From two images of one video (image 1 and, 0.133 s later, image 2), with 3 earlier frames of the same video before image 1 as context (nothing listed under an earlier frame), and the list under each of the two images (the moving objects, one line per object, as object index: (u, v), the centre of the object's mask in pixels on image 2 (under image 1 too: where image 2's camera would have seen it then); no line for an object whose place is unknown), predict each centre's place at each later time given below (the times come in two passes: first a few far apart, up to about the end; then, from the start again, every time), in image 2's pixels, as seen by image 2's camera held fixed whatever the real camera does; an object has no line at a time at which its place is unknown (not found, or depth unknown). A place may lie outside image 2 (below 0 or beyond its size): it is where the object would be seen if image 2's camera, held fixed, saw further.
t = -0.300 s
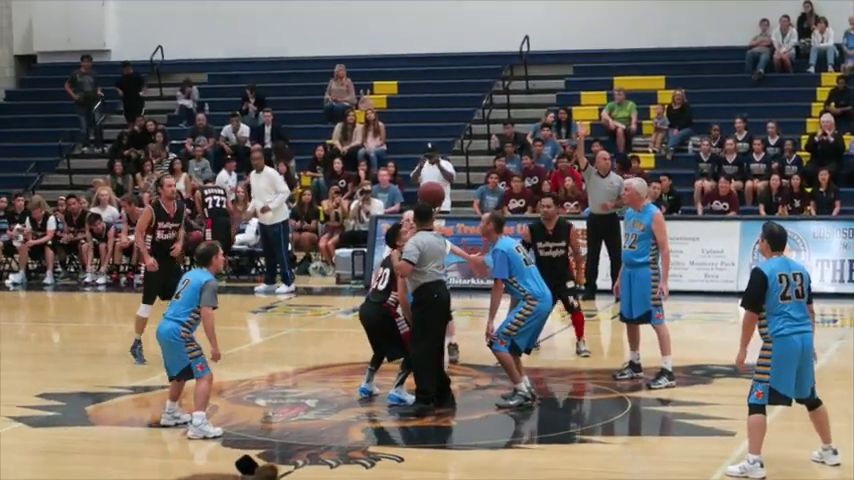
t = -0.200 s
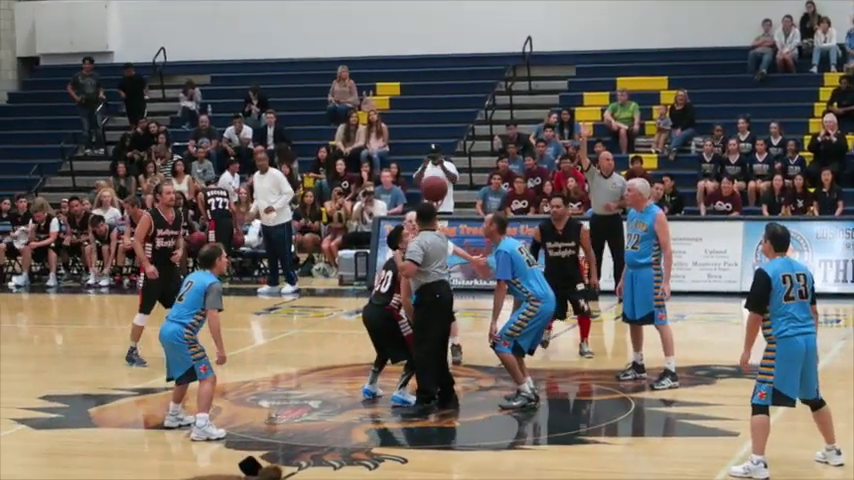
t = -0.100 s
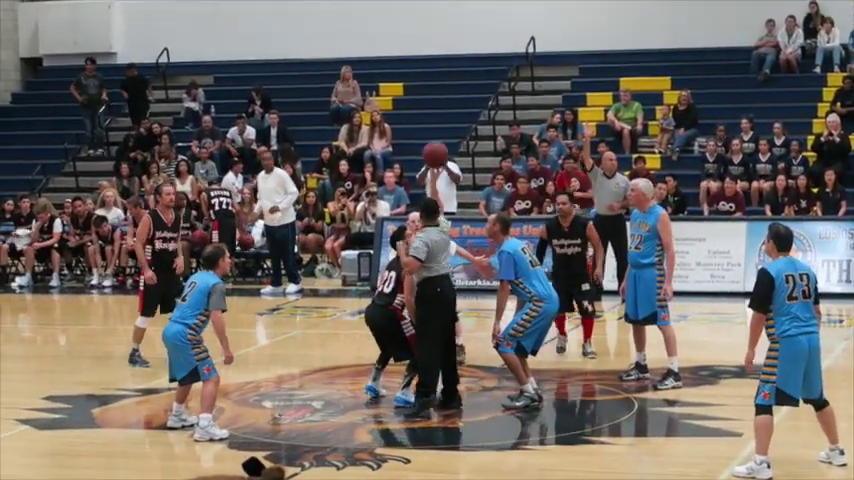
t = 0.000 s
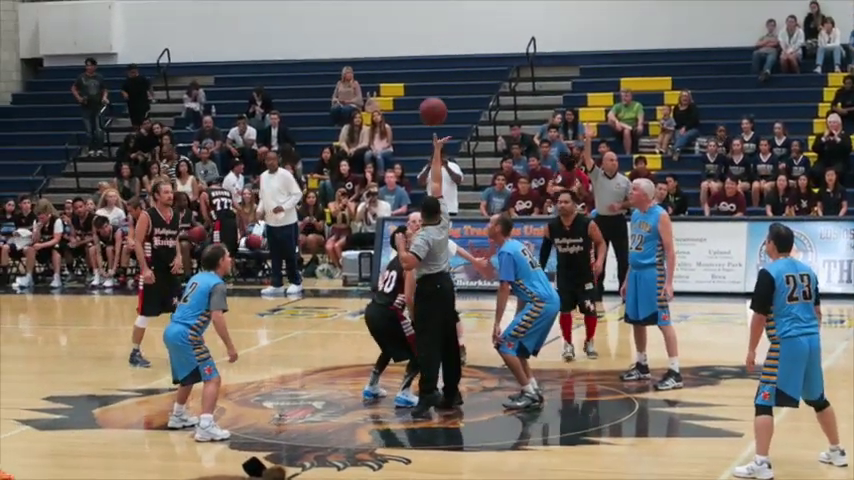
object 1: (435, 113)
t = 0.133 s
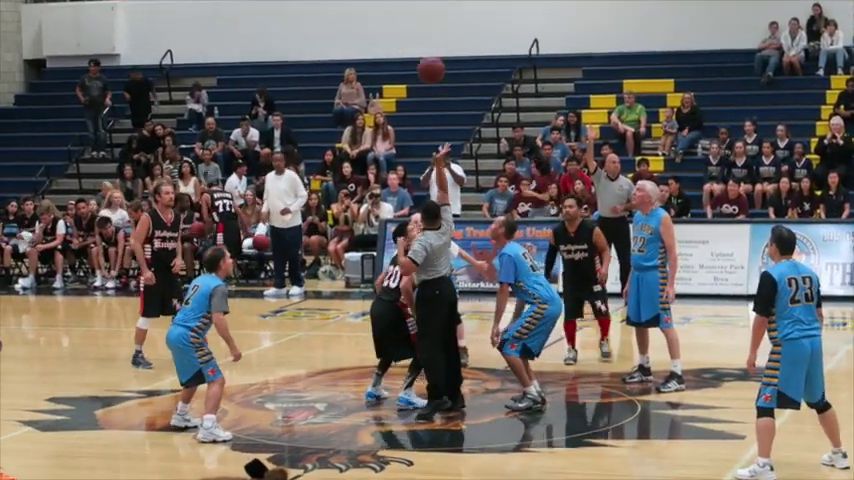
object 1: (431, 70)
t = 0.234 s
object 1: (428, 50)
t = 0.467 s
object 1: (422, 48)
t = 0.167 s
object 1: (430, 62)
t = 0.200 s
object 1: (428, 56)
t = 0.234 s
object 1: (428, 50)
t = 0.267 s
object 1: (427, 46)
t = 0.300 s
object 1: (426, 44)
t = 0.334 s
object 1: (425, 42)
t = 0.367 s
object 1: (424, 41)
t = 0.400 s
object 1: (423, 42)
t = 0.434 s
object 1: (422, 45)
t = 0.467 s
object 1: (422, 48)
